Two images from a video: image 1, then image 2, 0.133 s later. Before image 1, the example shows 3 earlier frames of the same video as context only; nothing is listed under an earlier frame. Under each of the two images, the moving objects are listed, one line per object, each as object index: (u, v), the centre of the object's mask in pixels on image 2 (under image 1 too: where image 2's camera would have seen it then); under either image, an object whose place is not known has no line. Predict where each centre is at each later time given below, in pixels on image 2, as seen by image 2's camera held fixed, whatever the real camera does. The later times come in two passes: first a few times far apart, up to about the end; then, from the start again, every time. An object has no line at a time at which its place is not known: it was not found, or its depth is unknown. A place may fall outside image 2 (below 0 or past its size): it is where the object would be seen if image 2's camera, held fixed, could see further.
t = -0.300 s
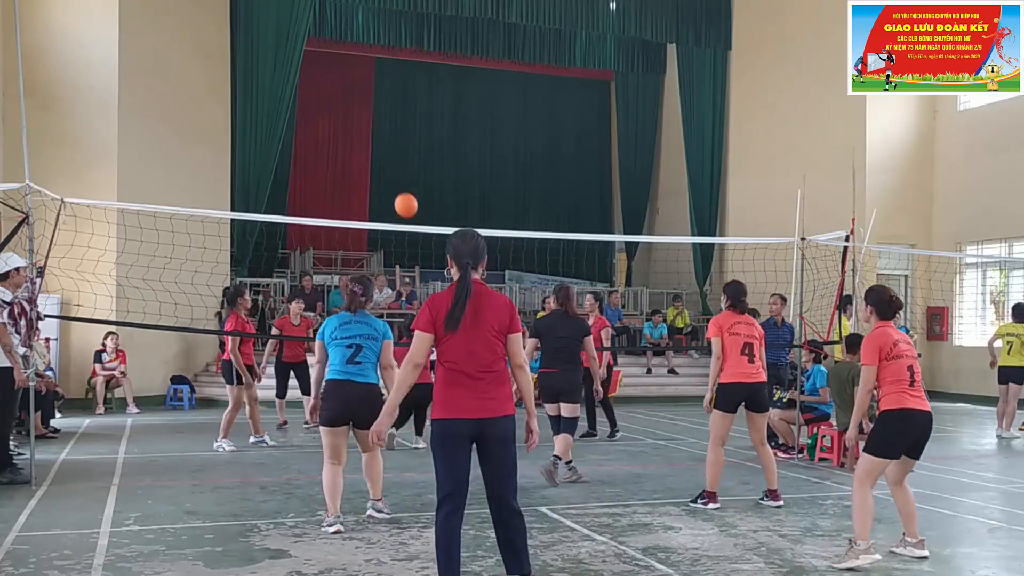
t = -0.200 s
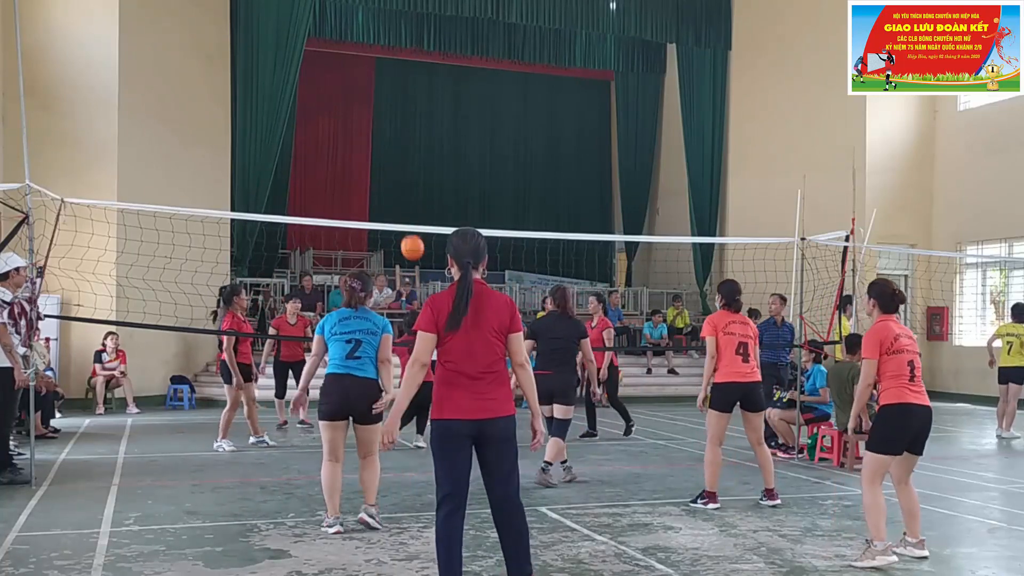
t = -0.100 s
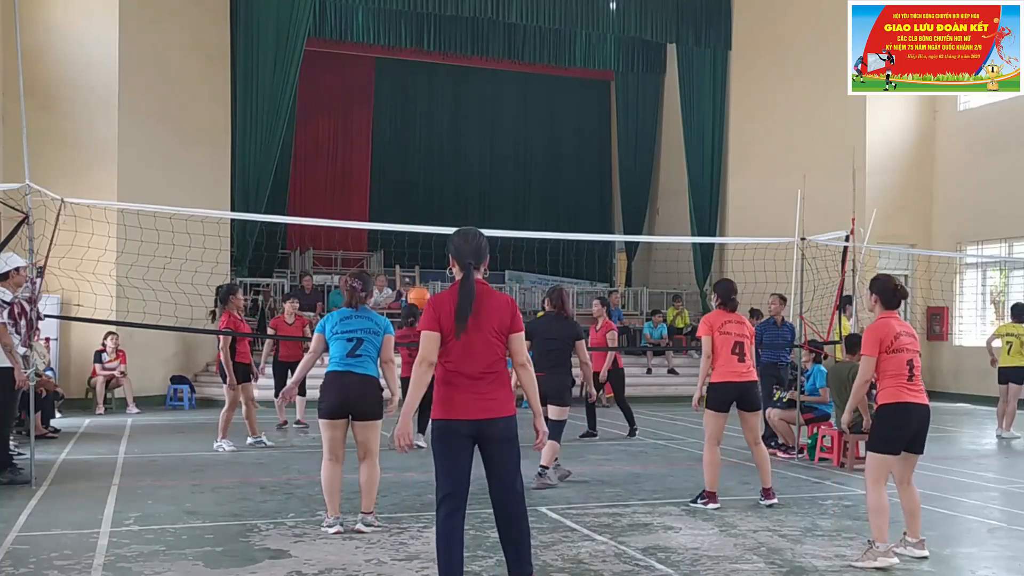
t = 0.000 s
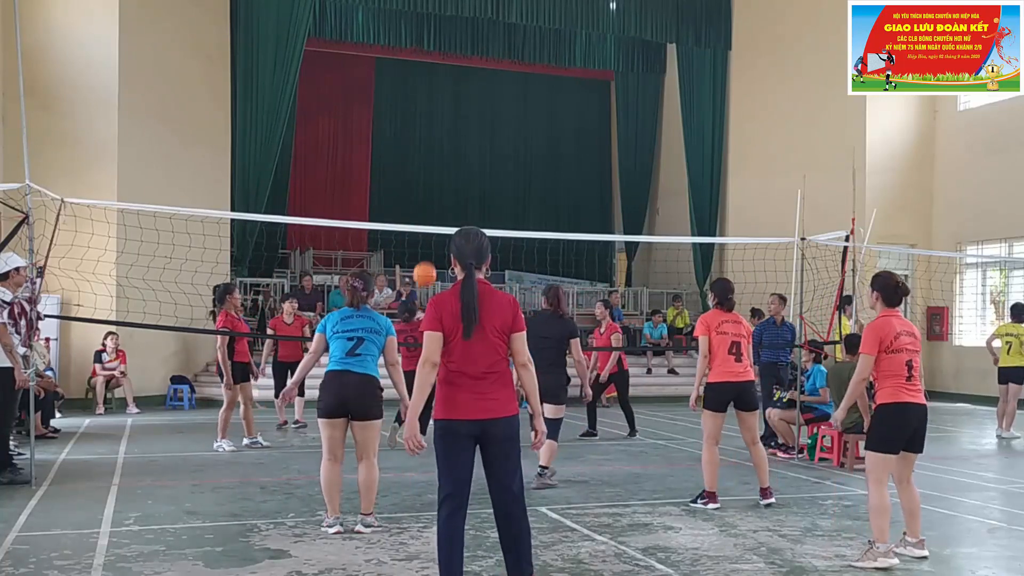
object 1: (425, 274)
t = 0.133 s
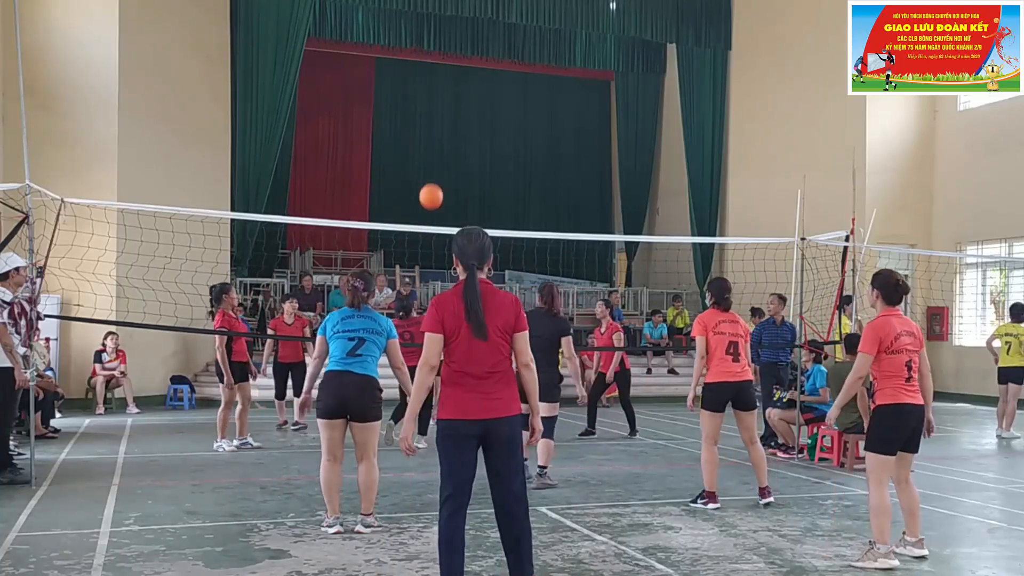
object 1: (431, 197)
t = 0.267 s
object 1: (438, 136)
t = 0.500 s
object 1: (451, 75)
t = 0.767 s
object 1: (465, 70)
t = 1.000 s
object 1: (476, 123)
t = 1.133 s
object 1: (482, 179)
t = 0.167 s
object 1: (433, 180)
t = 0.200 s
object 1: (434, 164)
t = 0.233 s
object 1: (436, 150)
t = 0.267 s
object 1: (438, 136)
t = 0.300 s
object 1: (439, 124)
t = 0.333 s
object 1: (441, 113)
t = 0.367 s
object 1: (443, 103)
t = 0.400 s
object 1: (445, 95)
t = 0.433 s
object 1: (447, 87)
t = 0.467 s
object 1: (449, 80)
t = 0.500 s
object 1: (451, 75)
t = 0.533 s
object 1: (452, 70)
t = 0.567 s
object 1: (454, 67)
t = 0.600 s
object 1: (456, 65)
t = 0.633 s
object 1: (458, 63)
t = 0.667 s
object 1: (459, 63)
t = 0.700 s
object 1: (461, 64)
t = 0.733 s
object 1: (463, 66)
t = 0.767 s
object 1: (465, 70)
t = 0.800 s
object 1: (466, 74)
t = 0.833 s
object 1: (468, 79)
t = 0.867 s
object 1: (470, 86)
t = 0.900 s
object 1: (471, 94)
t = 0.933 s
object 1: (473, 102)
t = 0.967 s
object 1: (474, 112)
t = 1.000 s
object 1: (476, 123)
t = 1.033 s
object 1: (478, 136)
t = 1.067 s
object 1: (479, 149)
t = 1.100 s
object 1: (481, 164)
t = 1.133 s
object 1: (482, 179)
